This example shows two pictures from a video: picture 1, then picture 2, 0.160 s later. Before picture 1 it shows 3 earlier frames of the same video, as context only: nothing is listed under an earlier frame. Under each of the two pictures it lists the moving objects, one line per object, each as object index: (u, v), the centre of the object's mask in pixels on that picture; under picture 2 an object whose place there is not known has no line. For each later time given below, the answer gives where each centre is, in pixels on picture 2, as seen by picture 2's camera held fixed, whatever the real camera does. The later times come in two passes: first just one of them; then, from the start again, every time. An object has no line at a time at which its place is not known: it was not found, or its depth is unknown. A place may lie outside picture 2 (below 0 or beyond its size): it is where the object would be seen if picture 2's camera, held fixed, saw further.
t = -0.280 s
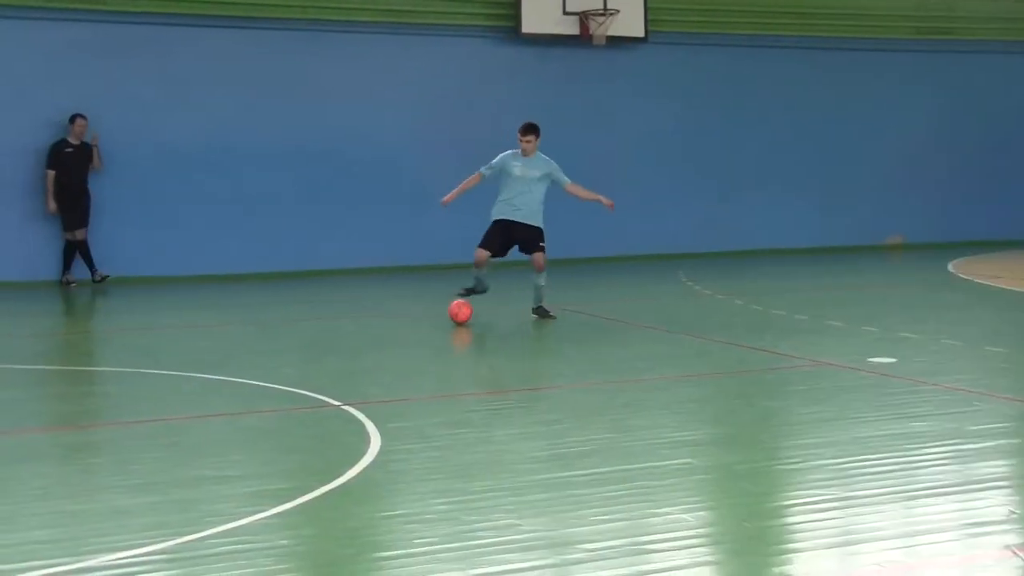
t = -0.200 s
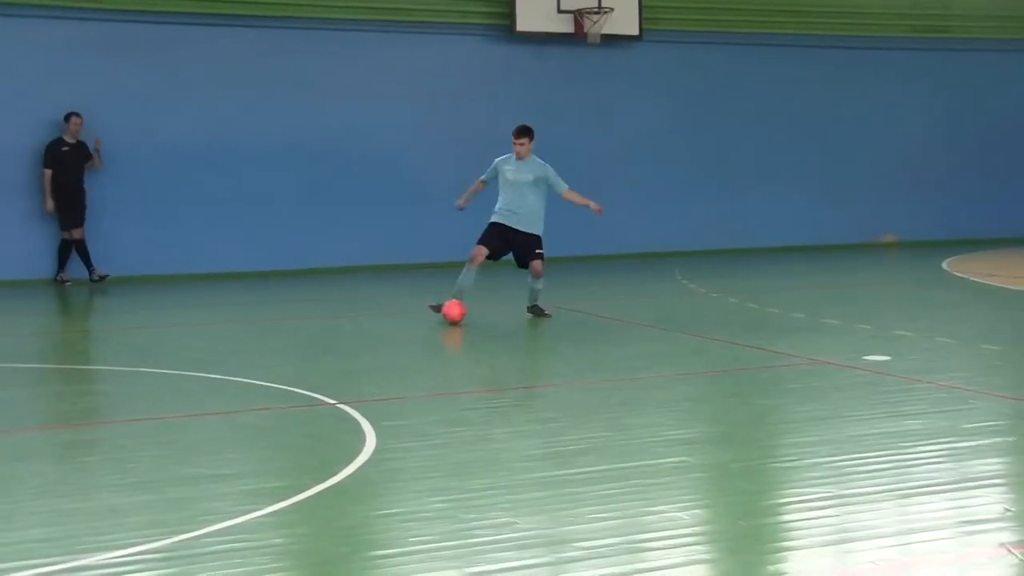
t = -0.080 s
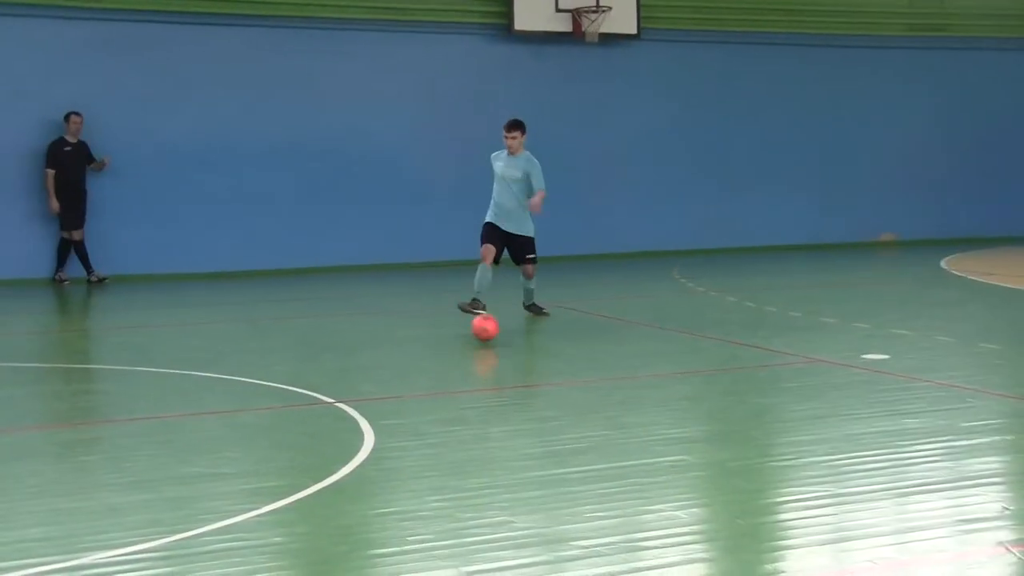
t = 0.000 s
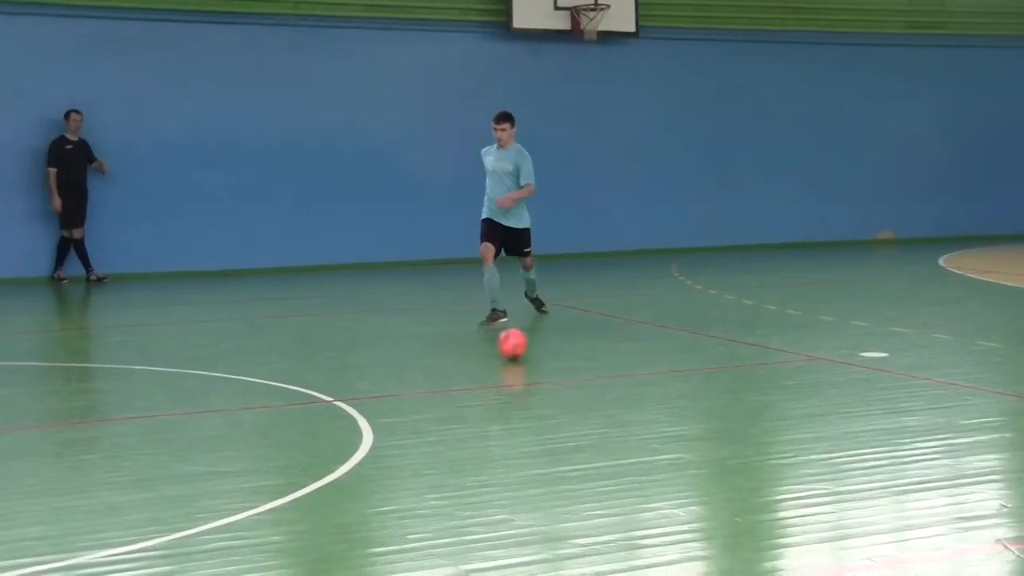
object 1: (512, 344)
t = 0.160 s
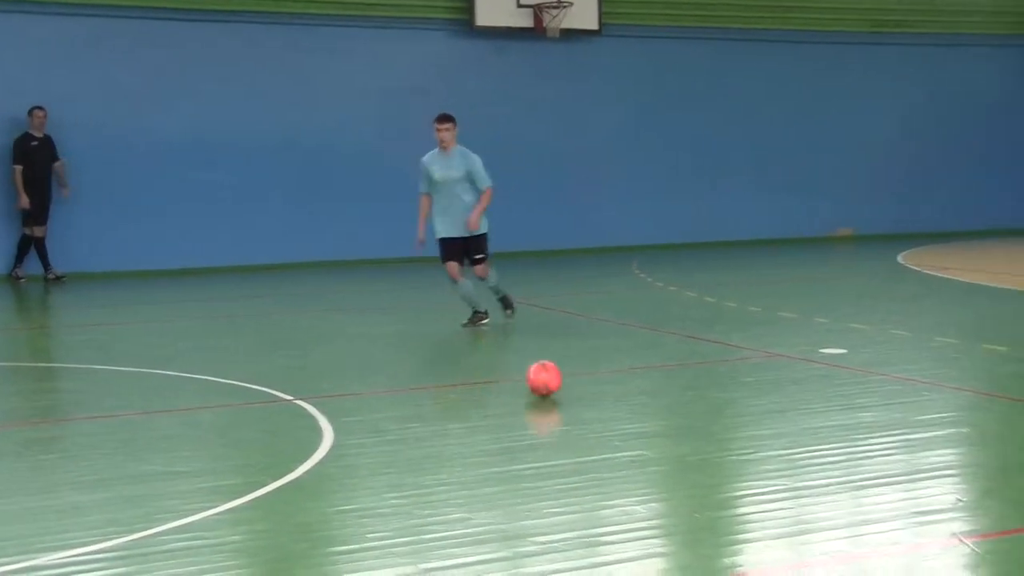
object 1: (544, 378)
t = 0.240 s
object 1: (587, 402)
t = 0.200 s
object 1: (565, 391)
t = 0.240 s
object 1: (587, 402)
